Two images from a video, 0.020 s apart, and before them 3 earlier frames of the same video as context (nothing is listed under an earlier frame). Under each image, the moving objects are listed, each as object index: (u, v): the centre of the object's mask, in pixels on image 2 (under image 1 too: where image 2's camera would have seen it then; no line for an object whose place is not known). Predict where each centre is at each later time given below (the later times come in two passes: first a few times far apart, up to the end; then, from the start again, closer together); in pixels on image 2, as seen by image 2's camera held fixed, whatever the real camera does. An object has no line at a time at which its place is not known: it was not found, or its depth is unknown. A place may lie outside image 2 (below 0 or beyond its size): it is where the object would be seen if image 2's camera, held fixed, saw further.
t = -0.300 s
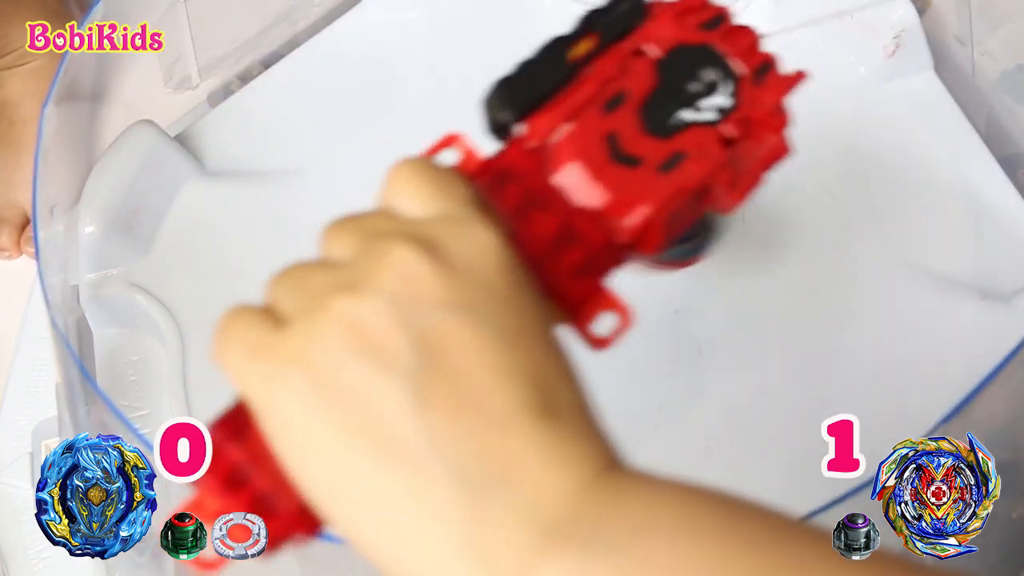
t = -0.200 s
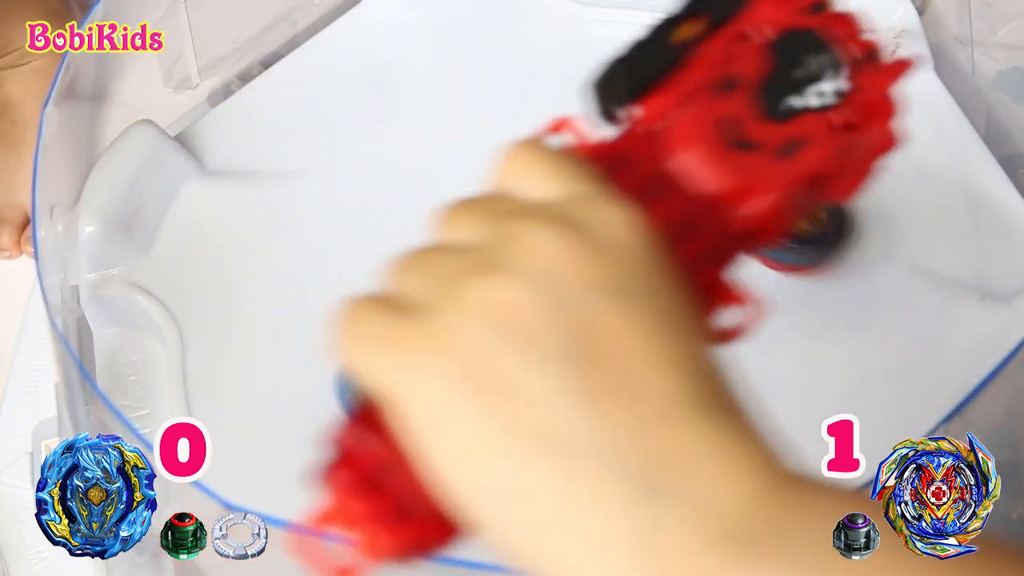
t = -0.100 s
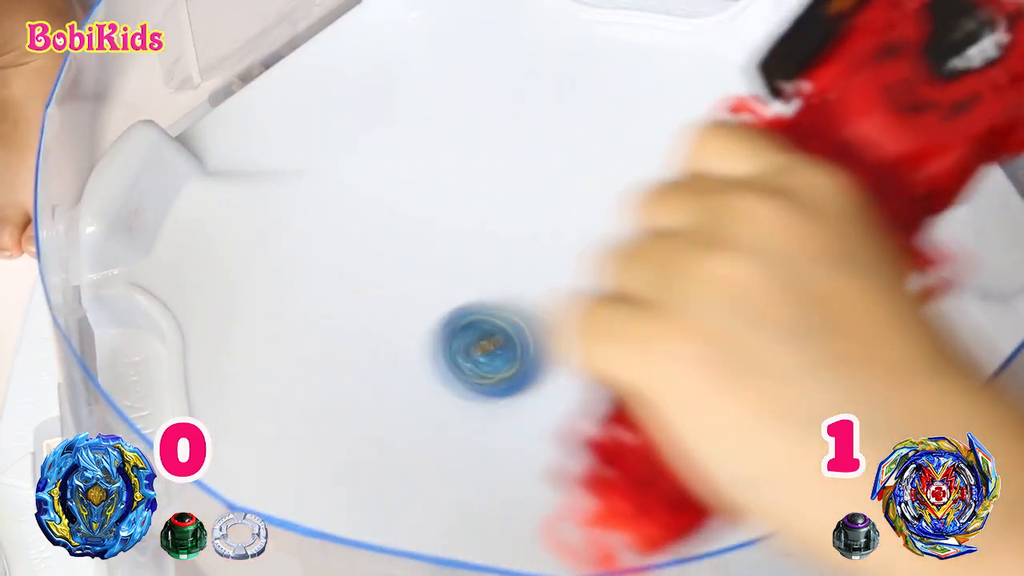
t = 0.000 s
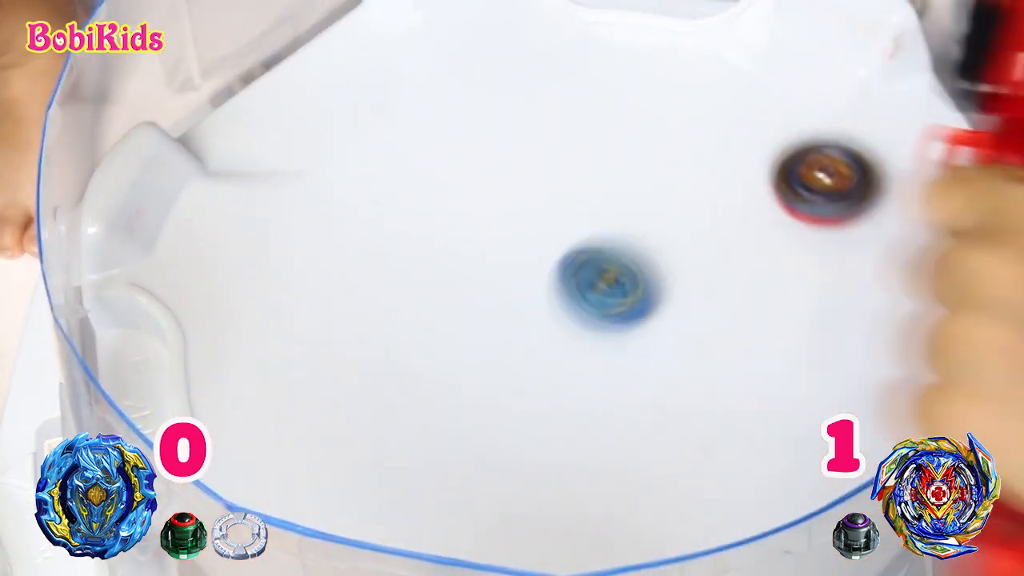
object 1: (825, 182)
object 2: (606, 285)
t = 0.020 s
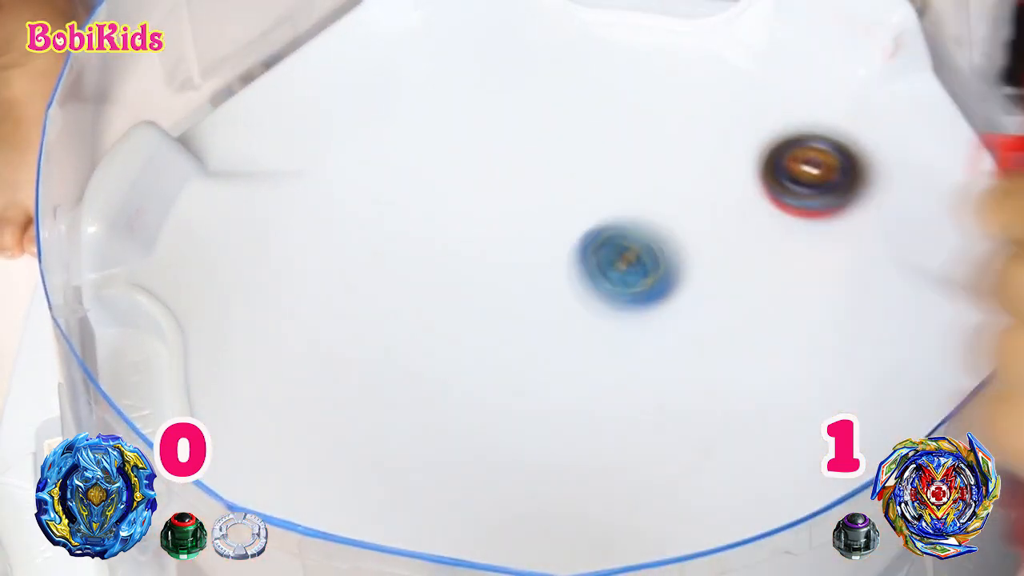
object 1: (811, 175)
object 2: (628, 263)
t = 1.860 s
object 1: (504, 59)
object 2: (601, 299)
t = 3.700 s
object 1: (538, 214)
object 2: (606, 296)
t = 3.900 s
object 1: (481, 294)
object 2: (594, 298)
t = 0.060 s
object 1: (778, 165)
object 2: (662, 231)
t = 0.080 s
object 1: (757, 159)
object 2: (674, 212)
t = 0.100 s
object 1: (750, 140)
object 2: (667, 195)
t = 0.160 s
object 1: (741, 106)
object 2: (629, 155)
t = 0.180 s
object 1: (737, 104)
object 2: (617, 141)
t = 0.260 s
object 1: (696, 89)
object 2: (567, 97)
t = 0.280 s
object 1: (681, 87)
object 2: (555, 88)
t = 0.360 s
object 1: (602, 96)
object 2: (506, 57)
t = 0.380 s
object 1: (581, 104)
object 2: (491, 49)
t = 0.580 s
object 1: (380, 330)
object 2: (359, 35)
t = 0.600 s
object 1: (371, 362)
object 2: (352, 35)
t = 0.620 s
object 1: (363, 395)
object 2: (347, 35)
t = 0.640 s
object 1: (362, 429)
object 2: (345, 37)
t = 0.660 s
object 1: (364, 465)
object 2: (345, 39)
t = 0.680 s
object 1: (374, 494)
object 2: (348, 42)
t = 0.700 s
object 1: (393, 515)
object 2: (353, 46)
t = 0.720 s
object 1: (416, 532)
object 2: (361, 49)
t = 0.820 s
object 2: (439, 79)
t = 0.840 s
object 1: (608, 535)
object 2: (473, 111)
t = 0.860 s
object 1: (645, 427)
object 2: (508, 152)
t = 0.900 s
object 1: (662, 148)
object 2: (584, 244)
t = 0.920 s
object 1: (606, 35)
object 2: (637, 274)
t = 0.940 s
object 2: (692, 282)
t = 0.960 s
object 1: (499, 16)
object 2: (739, 270)
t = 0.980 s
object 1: (462, 66)
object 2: (777, 245)
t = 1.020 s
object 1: (381, 293)
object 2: (819, 195)
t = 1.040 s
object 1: (405, 451)
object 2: (827, 180)
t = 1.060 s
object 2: (827, 173)
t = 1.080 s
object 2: (820, 171)
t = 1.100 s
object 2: (804, 175)
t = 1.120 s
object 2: (780, 186)
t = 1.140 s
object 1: (762, 479)
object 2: (747, 205)
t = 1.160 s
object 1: (803, 359)
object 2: (707, 231)
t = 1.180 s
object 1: (793, 216)
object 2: (661, 264)
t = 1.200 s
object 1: (728, 101)
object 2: (610, 303)
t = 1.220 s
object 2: (575, 348)
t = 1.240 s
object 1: (519, 9)
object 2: (562, 401)
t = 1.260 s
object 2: (576, 446)
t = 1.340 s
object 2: (751, 490)
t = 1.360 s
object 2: (769, 473)
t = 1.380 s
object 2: (773, 446)
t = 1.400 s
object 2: (768, 411)
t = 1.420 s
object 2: (744, 373)
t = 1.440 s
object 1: (663, 506)
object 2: (699, 331)
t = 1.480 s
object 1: (700, 285)
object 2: (545, 280)
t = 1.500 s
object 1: (656, 188)
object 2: (461, 289)
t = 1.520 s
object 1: (577, 126)
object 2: (388, 320)
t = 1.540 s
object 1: (480, 102)
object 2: (335, 376)
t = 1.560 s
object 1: (382, 111)
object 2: (304, 441)
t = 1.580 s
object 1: (304, 145)
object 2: (303, 487)
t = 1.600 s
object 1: (260, 184)
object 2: (329, 513)
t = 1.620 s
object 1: (245, 248)
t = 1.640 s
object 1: (262, 332)
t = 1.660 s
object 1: (325, 420)
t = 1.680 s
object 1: (438, 490)
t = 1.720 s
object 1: (720, 311)
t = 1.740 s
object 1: (754, 201)
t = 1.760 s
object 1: (735, 106)
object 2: (430, 522)
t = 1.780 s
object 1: (694, 43)
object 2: (450, 502)
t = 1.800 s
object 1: (652, 22)
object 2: (496, 462)
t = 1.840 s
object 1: (545, 33)
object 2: (594, 356)
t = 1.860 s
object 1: (504, 59)
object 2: (601, 299)
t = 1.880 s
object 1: (473, 104)
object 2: (582, 250)
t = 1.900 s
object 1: (454, 160)
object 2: (543, 212)
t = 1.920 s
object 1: (413, 210)
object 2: (533, 210)
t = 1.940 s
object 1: (408, 280)
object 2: (515, 221)
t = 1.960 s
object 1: (452, 368)
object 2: (500, 239)
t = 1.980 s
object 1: (544, 419)
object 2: (478, 264)
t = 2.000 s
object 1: (643, 420)
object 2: (475, 305)
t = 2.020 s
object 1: (733, 384)
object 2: (512, 346)
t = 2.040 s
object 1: (793, 328)
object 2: (570, 353)
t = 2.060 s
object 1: (818, 271)
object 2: (620, 336)
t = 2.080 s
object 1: (820, 226)
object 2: (661, 308)
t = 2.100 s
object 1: (804, 190)
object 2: (679, 268)
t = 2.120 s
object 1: (771, 164)
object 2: (681, 220)
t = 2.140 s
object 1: (770, 128)
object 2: (602, 199)
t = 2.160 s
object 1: (747, 105)
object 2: (523, 205)
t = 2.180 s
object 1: (709, 100)
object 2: (463, 243)
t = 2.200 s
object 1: (666, 111)
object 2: (448, 294)
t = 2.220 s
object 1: (619, 137)
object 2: (460, 345)
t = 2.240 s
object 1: (566, 181)
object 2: (493, 388)
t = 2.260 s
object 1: (529, 236)
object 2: (542, 417)
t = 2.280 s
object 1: (513, 300)
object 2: (605, 426)
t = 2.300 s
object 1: (523, 357)
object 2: (668, 408)
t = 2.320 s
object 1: (557, 410)
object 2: (718, 371)
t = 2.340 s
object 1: (611, 442)
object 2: (743, 317)
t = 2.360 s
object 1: (669, 453)
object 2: (736, 263)
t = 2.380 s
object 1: (716, 445)
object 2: (704, 218)
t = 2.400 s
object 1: (745, 426)
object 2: (651, 188)
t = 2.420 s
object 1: (759, 402)
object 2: (585, 180)
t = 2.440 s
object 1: (759, 373)
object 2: (518, 193)
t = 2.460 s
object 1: (739, 342)
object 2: (459, 225)
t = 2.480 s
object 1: (704, 314)
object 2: (424, 274)
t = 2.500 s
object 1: (659, 293)
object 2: (415, 331)
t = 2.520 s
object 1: (607, 281)
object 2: (430, 387)
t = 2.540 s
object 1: (551, 282)
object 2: (469, 435)
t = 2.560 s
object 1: (500, 293)
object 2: (529, 460)
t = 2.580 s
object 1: (458, 314)
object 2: (595, 462)
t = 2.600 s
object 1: (432, 339)
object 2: (657, 443)
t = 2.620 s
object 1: (421, 366)
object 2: (705, 405)
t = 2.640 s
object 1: (426, 390)
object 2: (737, 354)
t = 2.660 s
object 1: (449, 407)
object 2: (739, 297)
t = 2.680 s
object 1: (481, 412)
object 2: (713, 245)
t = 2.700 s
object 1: (516, 404)
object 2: (669, 203)
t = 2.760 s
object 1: (574, 330)
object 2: (484, 186)
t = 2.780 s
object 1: (571, 296)
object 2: (429, 214)
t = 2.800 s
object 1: (562, 269)
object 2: (395, 258)
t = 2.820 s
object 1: (543, 252)
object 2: (387, 312)
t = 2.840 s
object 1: (518, 242)
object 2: (403, 367)
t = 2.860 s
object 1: (501, 239)
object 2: (447, 413)
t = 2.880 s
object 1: (494, 242)
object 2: (511, 439)
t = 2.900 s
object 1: (491, 251)
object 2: (585, 440)
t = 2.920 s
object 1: (496, 267)
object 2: (653, 413)
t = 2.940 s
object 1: (516, 282)
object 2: (702, 369)
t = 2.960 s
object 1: (543, 287)
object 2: (725, 316)
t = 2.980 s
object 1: (571, 286)
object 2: (722, 262)
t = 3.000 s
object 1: (587, 282)
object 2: (700, 216)
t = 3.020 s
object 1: (596, 277)
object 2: (658, 182)
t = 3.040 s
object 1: (599, 276)
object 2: (607, 164)
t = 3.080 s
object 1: (608, 280)
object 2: (498, 176)
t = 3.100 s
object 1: (613, 284)
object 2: (451, 208)
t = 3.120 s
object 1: (619, 287)
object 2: (419, 252)
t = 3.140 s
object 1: (624, 291)
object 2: (413, 308)
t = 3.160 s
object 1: (628, 295)
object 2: (431, 364)
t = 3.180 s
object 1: (629, 299)
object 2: (474, 411)
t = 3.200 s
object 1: (629, 302)
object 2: (537, 441)
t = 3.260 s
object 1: (619, 318)
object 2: (727, 381)
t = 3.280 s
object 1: (613, 325)
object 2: (754, 331)
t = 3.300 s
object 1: (606, 331)
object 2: (752, 281)
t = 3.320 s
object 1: (598, 336)
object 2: (731, 239)
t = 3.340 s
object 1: (589, 341)
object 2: (694, 209)
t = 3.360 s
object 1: (581, 345)
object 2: (647, 195)
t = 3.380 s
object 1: (576, 345)
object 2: (584, 195)
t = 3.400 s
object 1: (567, 342)
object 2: (519, 211)
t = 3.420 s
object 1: (558, 342)
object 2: (470, 245)
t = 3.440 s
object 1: (548, 344)
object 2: (443, 286)
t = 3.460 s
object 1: (558, 353)
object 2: (423, 323)
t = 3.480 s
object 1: (572, 354)
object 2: (420, 358)
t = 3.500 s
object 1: (580, 350)
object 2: (436, 391)
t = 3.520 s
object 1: (582, 345)
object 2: (468, 415)
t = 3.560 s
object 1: (594, 320)
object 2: (539, 433)
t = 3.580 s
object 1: (617, 269)
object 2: (553, 452)
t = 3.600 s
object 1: (610, 238)
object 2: (583, 451)
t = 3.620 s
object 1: (596, 217)
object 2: (609, 433)
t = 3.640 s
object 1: (578, 205)
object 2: (628, 402)
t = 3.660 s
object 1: (561, 201)
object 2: (632, 364)
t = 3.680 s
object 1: (549, 204)
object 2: (625, 328)
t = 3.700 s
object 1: (538, 214)
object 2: (606, 296)
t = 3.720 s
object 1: (511, 183)
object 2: (597, 309)
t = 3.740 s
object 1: (475, 168)
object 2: (582, 321)
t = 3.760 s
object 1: (452, 172)
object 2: (573, 323)
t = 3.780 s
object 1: (443, 182)
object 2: (570, 321)
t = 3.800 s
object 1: (440, 197)
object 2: (568, 316)
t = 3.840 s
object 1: (452, 243)
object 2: (559, 300)
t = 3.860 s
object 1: (457, 260)
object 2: (572, 304)
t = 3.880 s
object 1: (464, 276)
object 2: (586, 305)
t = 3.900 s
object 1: (481, 294)
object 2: (594, 298)
